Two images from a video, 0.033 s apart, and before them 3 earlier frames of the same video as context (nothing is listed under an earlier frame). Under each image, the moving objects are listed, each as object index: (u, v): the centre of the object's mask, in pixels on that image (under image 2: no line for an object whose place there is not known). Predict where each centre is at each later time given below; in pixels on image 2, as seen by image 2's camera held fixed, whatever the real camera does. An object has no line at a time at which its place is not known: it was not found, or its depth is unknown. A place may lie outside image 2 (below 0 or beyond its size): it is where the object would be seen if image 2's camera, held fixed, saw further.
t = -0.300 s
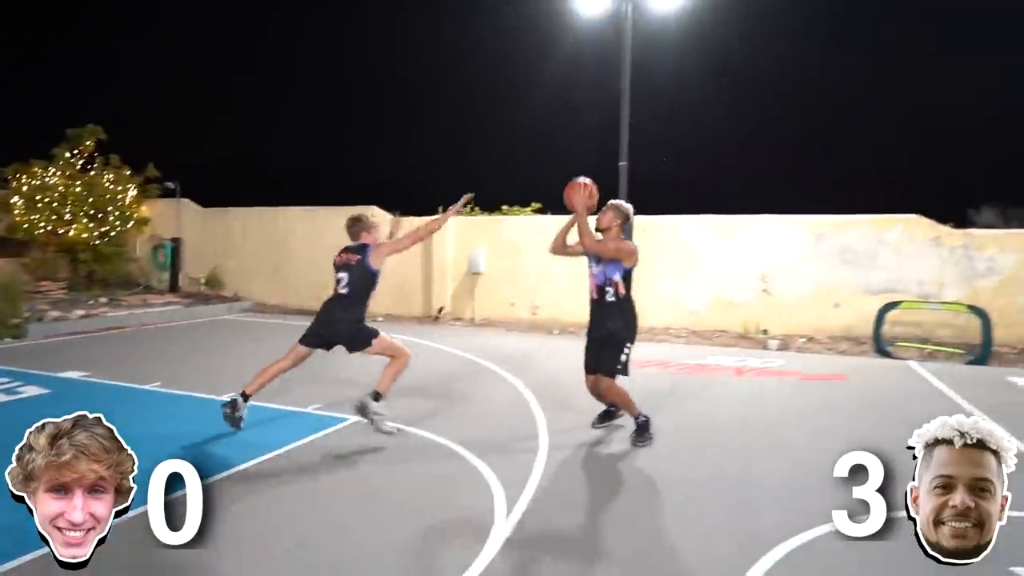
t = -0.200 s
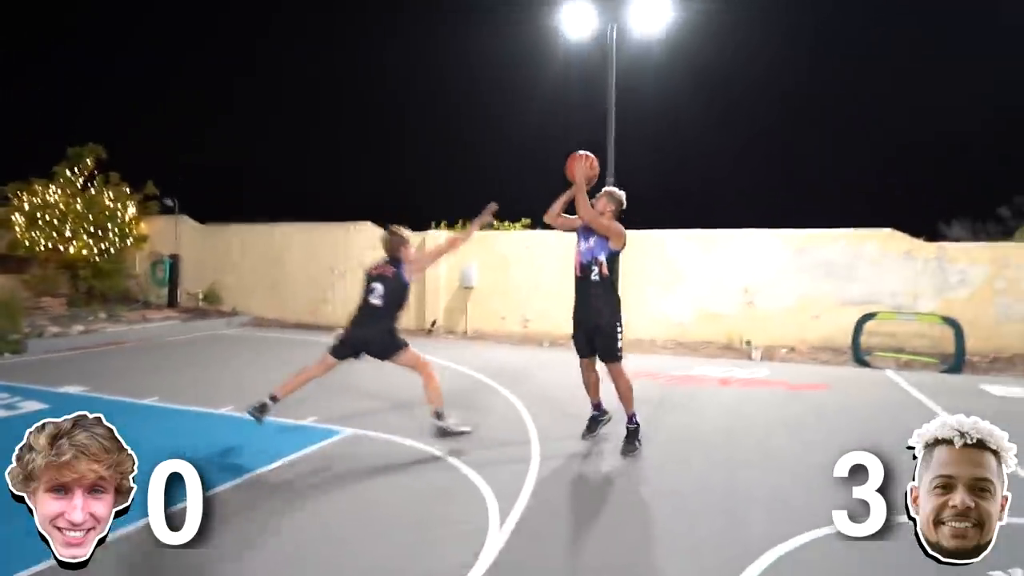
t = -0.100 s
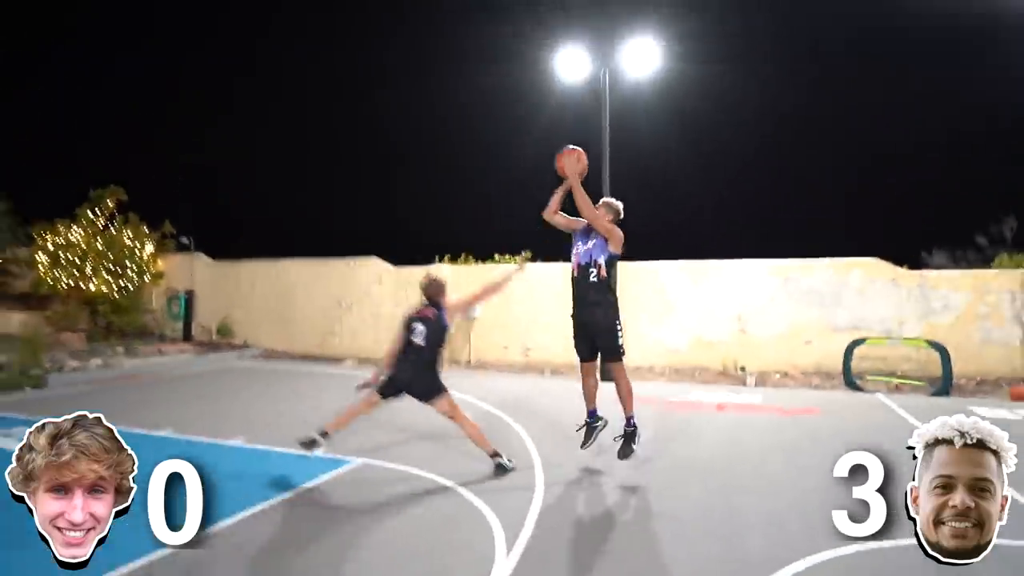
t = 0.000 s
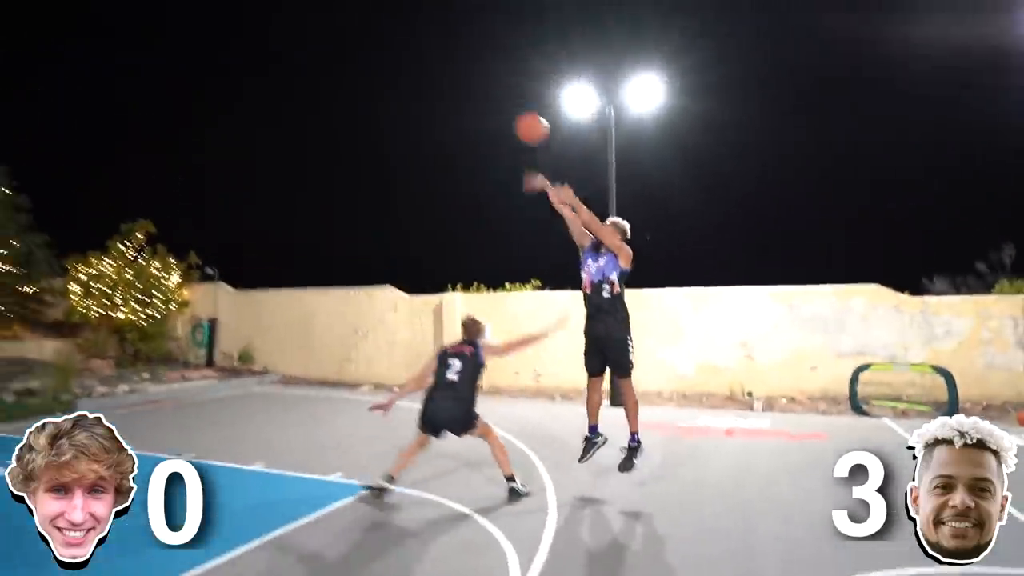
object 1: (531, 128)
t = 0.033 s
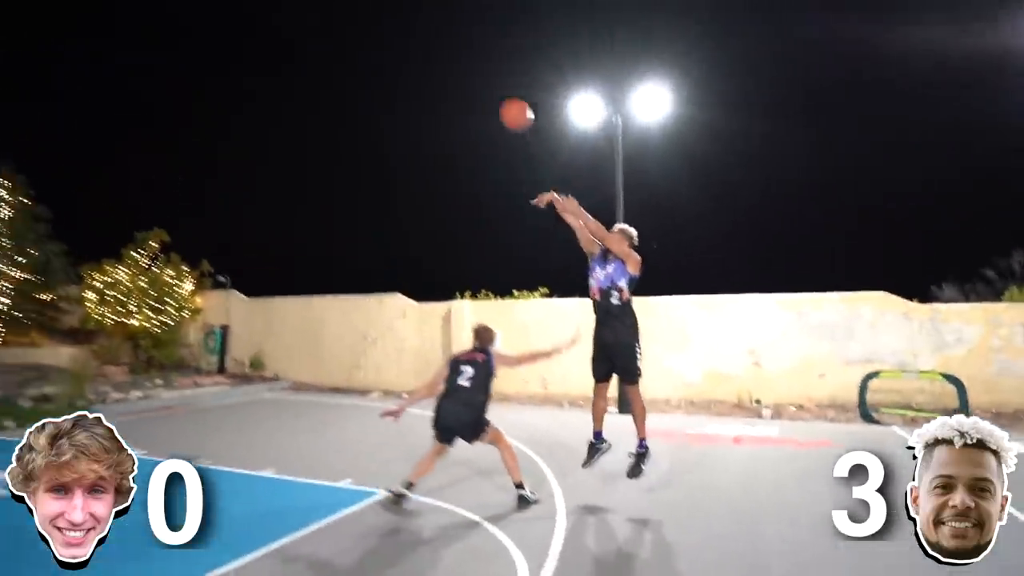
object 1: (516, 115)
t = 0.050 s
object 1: (506, 104)
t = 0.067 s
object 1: (497, 94)
